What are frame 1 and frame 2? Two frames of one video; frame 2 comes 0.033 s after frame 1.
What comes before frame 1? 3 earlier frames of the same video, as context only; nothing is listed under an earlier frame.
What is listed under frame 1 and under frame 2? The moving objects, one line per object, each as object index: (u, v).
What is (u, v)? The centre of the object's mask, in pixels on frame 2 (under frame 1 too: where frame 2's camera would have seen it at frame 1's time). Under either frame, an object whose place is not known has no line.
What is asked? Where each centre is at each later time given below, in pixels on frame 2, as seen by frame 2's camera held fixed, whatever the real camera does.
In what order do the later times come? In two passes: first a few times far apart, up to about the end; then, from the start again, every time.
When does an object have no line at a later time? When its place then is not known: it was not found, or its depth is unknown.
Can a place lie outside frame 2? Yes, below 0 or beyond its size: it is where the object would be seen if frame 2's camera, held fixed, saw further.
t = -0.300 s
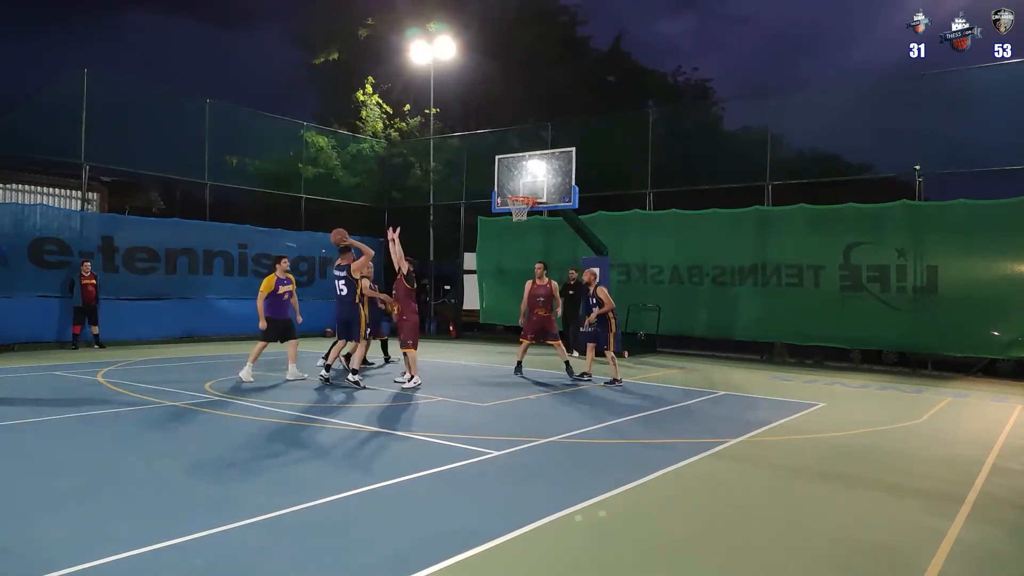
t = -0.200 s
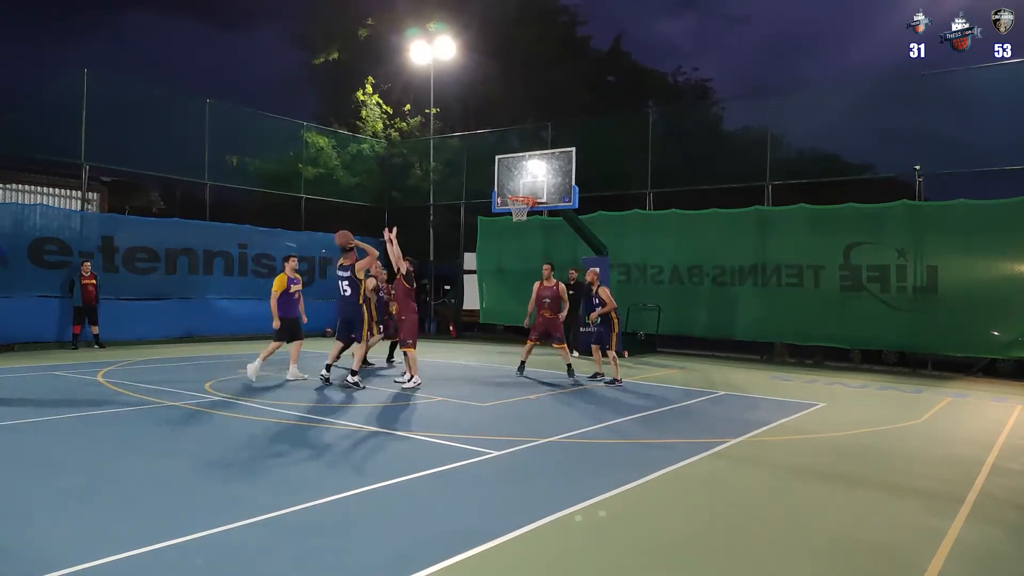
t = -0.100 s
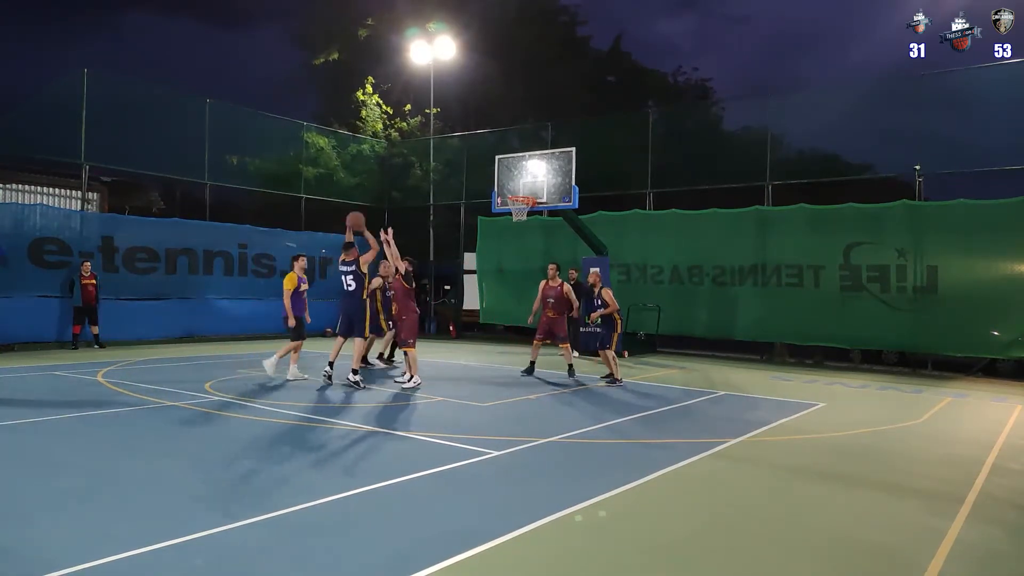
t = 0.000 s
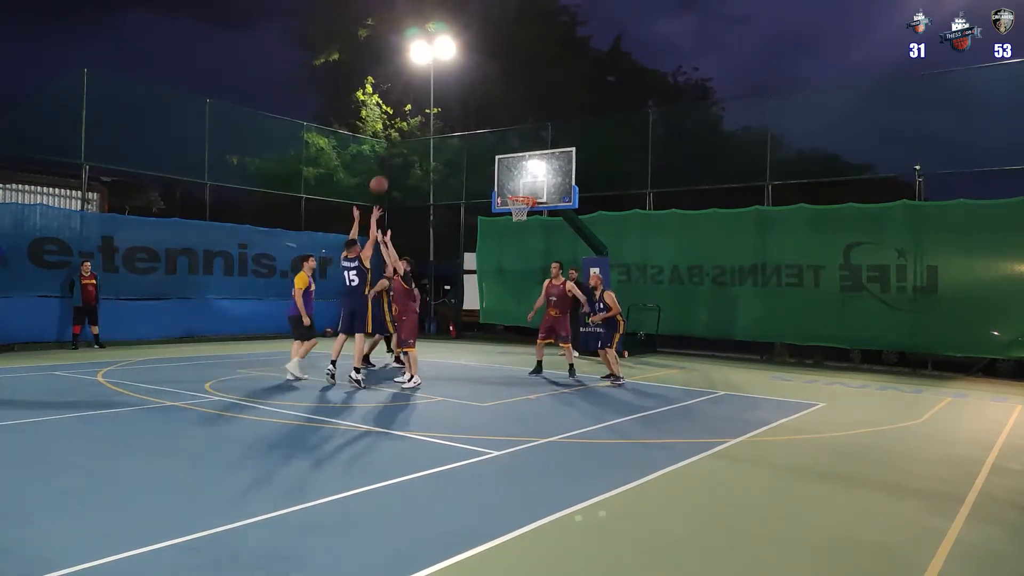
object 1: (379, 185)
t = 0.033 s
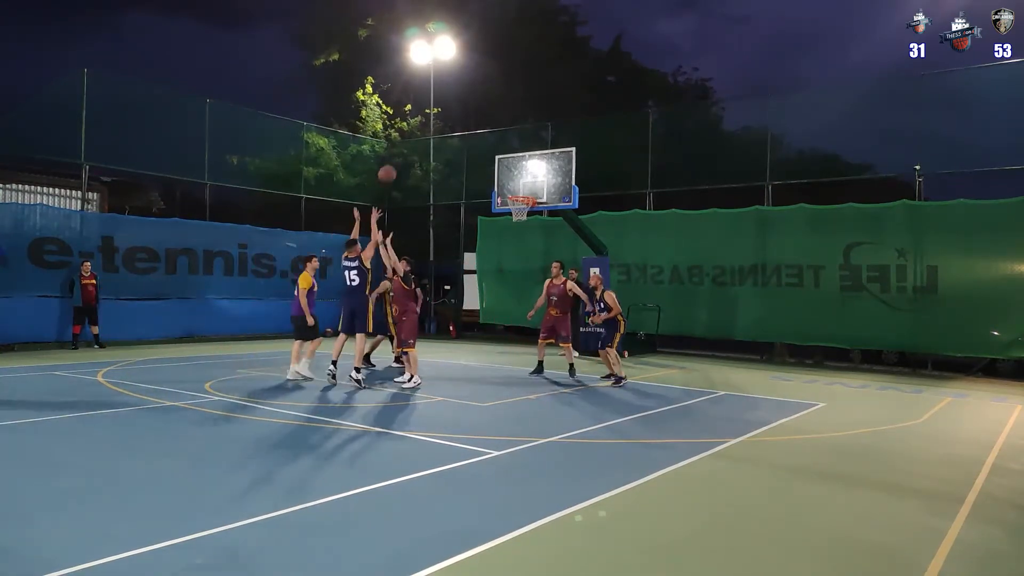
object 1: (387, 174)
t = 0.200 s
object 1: (424, 136)
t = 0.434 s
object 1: (470, 117)
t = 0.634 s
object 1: (503, 128)
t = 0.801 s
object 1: (526, 152)
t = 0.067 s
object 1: (394, 164)
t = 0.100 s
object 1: (402, 156)
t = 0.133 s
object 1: (410, 147)
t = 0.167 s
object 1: (417, 141)
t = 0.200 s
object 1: (424, 136)
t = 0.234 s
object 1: (431, 130)
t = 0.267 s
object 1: (438, 127)
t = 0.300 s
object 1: (444, 123)
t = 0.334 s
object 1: (451, 120)
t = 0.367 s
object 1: (458, 118)
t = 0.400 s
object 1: (464, 117)
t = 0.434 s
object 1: (470, 117)
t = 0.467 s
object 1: (476, 117)
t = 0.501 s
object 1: (481, 118)
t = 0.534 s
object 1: (487, 119)
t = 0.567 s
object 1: (492, 121)
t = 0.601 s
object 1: (498, 124)
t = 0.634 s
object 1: (503, 128)
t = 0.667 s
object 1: (508, 132)
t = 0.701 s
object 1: (512, 136)
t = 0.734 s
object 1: (517, 140)
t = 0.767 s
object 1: (522, 146)
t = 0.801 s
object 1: (526, 152)
